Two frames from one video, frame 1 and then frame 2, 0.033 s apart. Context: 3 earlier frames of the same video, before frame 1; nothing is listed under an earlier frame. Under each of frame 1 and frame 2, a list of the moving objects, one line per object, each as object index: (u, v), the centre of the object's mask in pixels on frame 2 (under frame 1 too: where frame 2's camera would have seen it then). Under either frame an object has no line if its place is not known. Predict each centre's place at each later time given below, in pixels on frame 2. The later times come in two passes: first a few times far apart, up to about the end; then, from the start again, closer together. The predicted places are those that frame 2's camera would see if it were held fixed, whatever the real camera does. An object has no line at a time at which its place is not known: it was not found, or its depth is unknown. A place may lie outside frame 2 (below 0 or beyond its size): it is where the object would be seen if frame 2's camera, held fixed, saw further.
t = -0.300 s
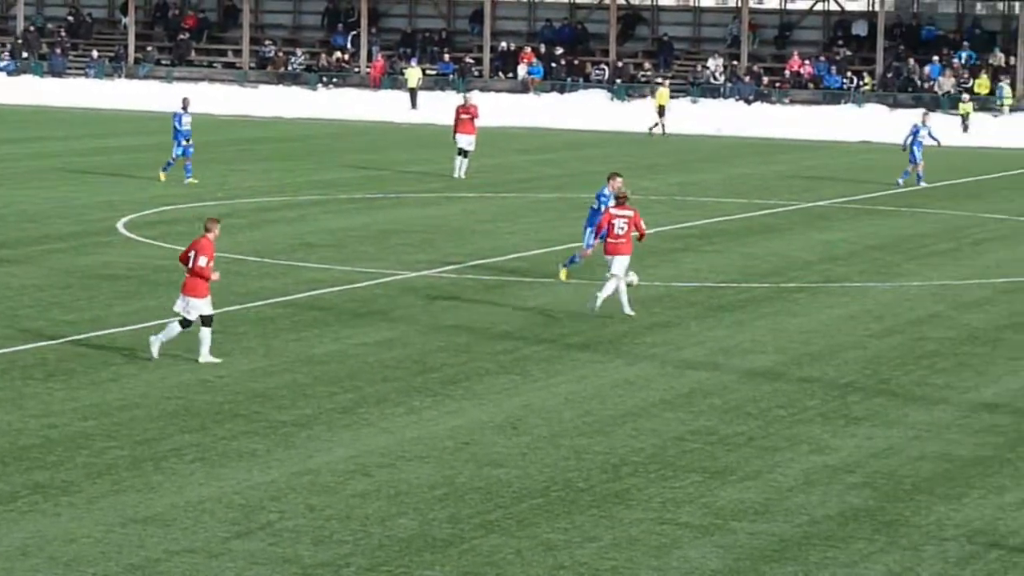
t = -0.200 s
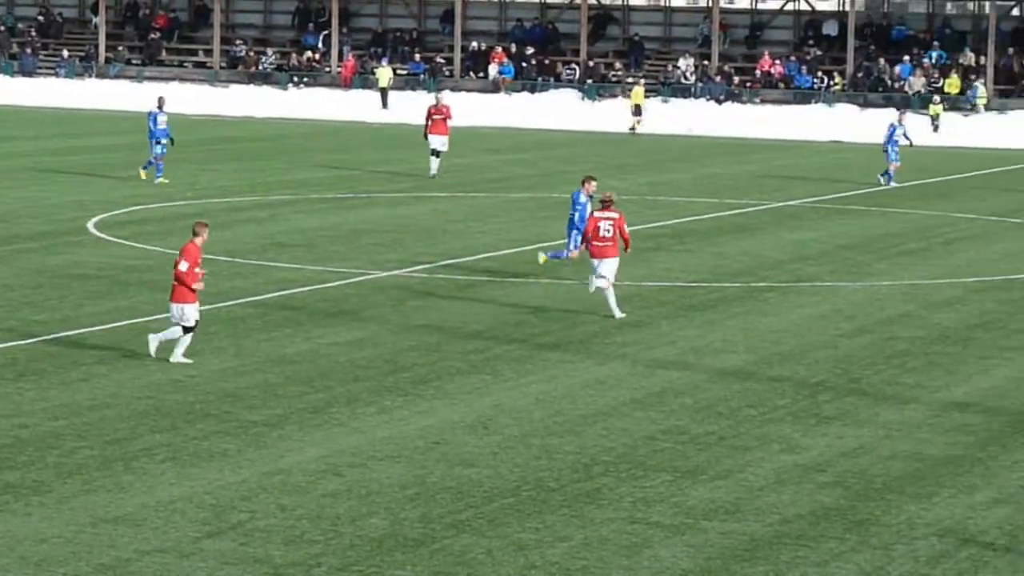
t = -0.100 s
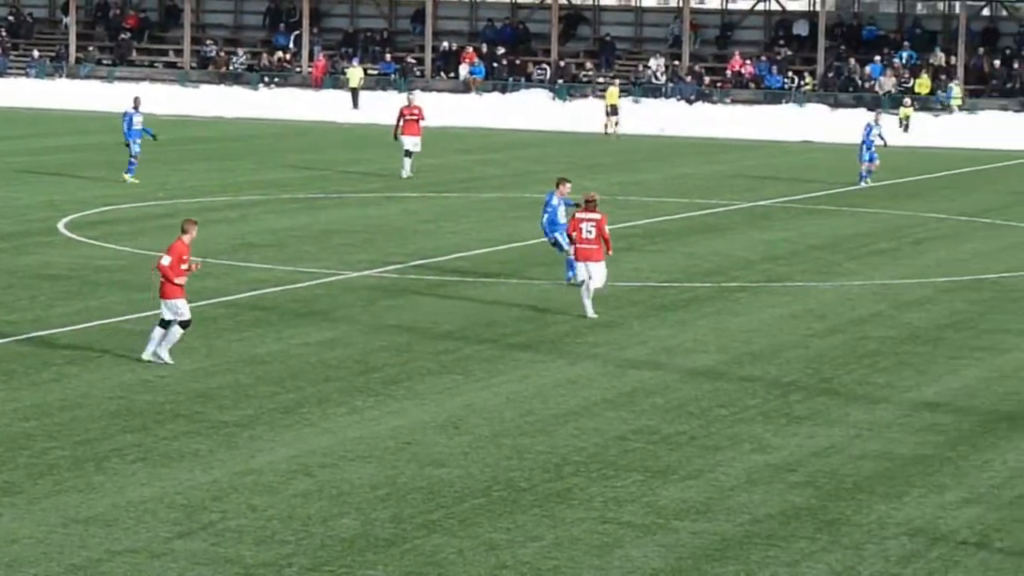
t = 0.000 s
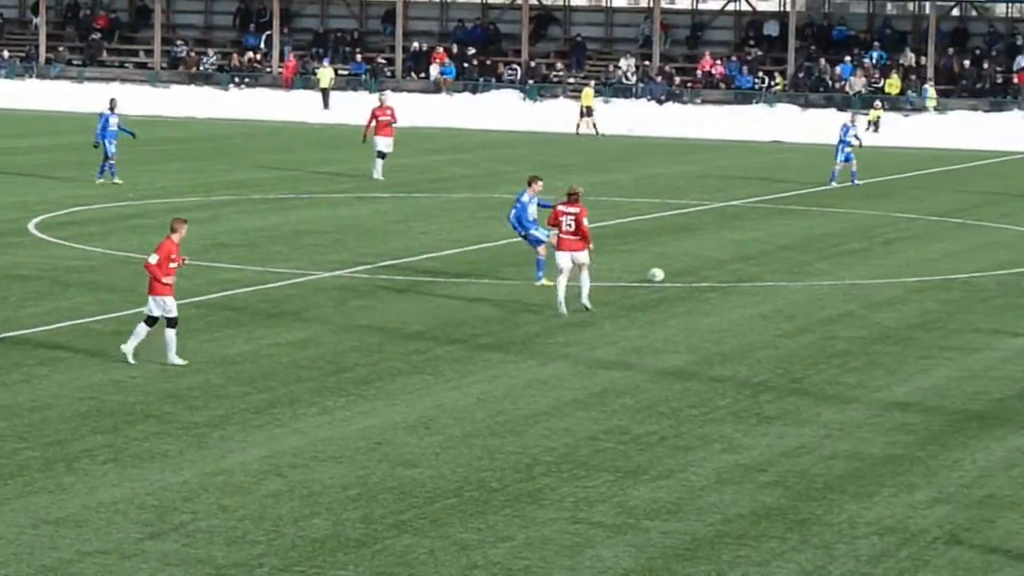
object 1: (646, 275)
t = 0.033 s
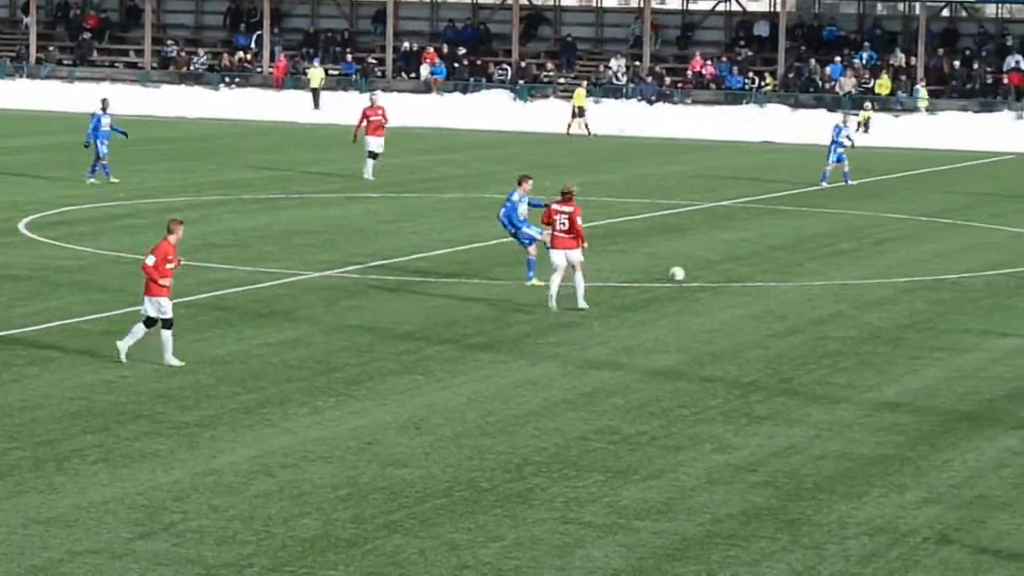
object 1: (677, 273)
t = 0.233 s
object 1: (841, 266)
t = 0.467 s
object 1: (993, 258)
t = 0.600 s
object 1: (1065, 252)
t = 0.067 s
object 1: (707, 272)
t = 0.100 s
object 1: (735, 271)
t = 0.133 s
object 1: (763, 270)
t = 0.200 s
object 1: (816, 267)
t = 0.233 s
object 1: (841, 266)
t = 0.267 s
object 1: (865, 265)
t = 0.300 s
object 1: (888, 265)
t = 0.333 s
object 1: (910, 262)
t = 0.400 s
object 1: (952, 258)
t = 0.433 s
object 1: (973, 258)
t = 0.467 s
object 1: (993, 258)
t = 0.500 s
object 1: (1013, 260)
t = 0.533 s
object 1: (1031, 257)
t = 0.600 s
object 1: (1065, 252)
